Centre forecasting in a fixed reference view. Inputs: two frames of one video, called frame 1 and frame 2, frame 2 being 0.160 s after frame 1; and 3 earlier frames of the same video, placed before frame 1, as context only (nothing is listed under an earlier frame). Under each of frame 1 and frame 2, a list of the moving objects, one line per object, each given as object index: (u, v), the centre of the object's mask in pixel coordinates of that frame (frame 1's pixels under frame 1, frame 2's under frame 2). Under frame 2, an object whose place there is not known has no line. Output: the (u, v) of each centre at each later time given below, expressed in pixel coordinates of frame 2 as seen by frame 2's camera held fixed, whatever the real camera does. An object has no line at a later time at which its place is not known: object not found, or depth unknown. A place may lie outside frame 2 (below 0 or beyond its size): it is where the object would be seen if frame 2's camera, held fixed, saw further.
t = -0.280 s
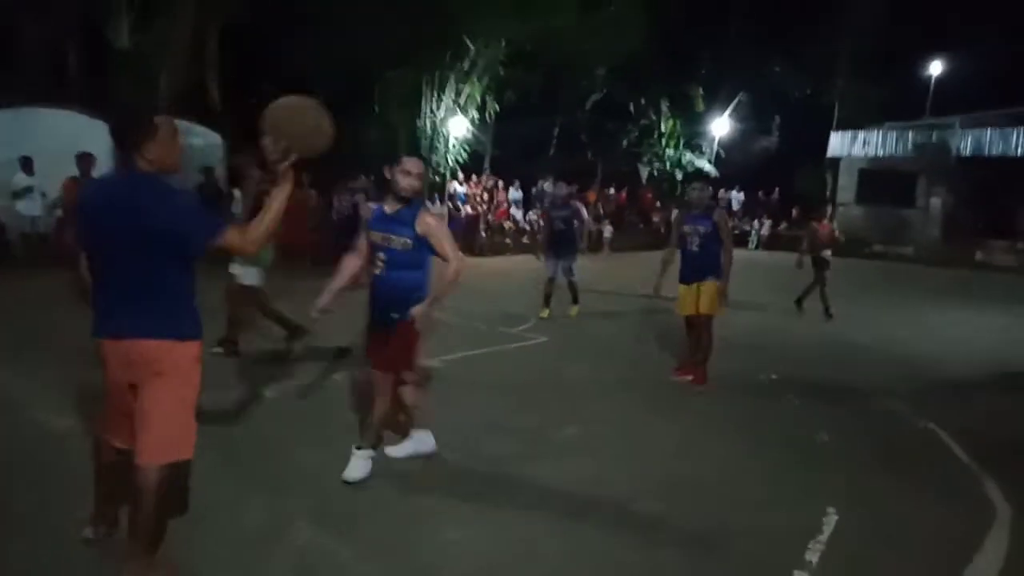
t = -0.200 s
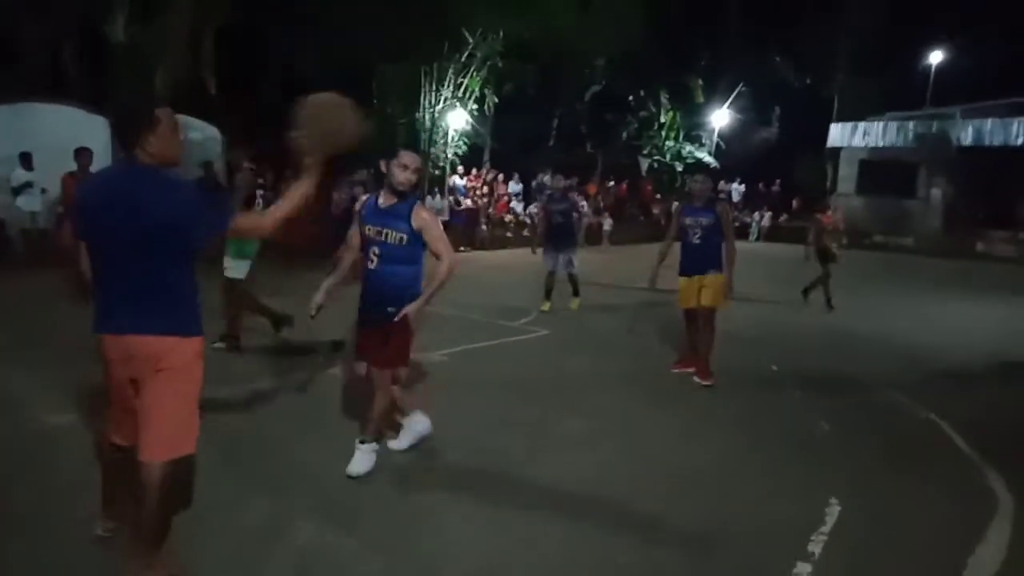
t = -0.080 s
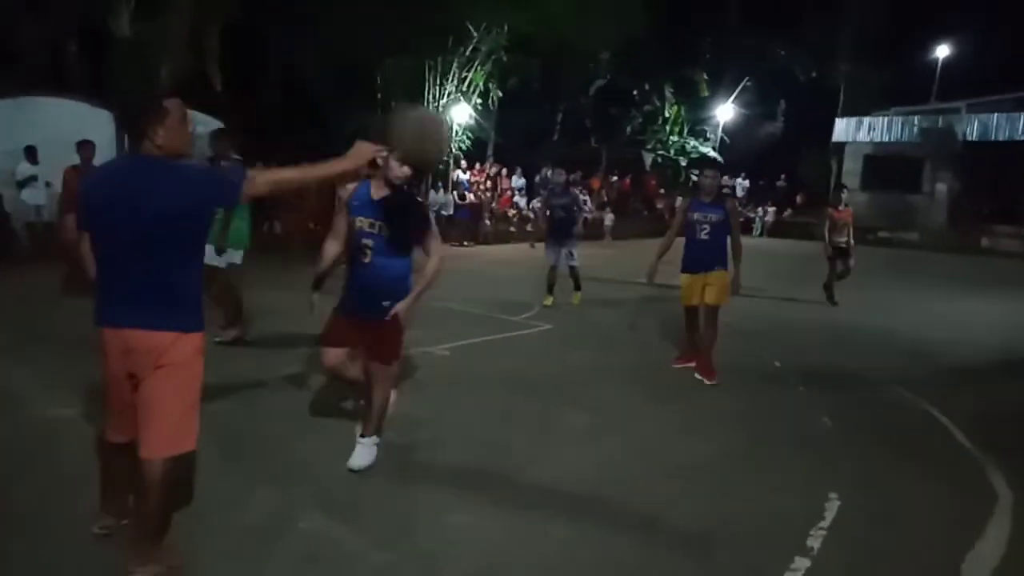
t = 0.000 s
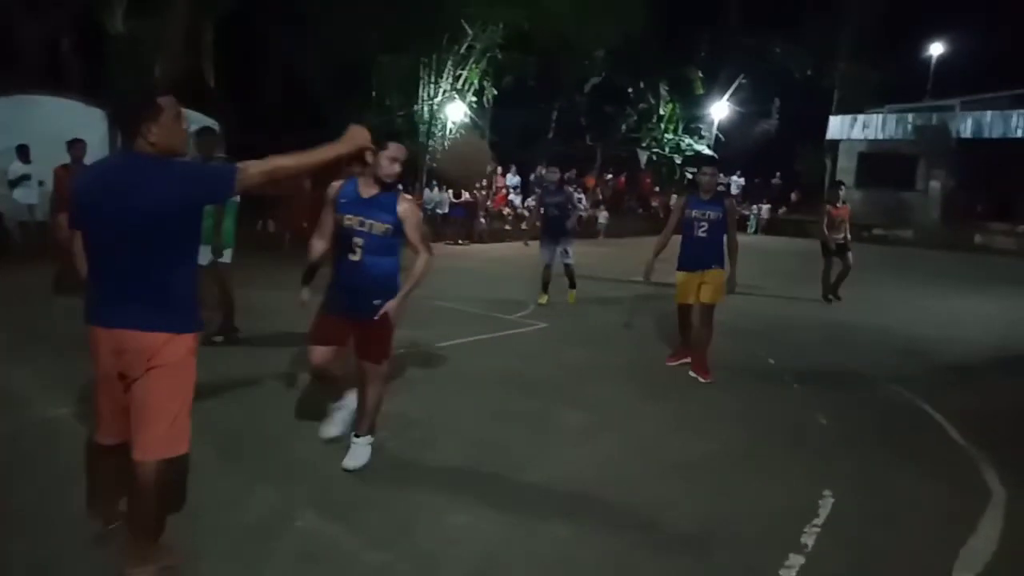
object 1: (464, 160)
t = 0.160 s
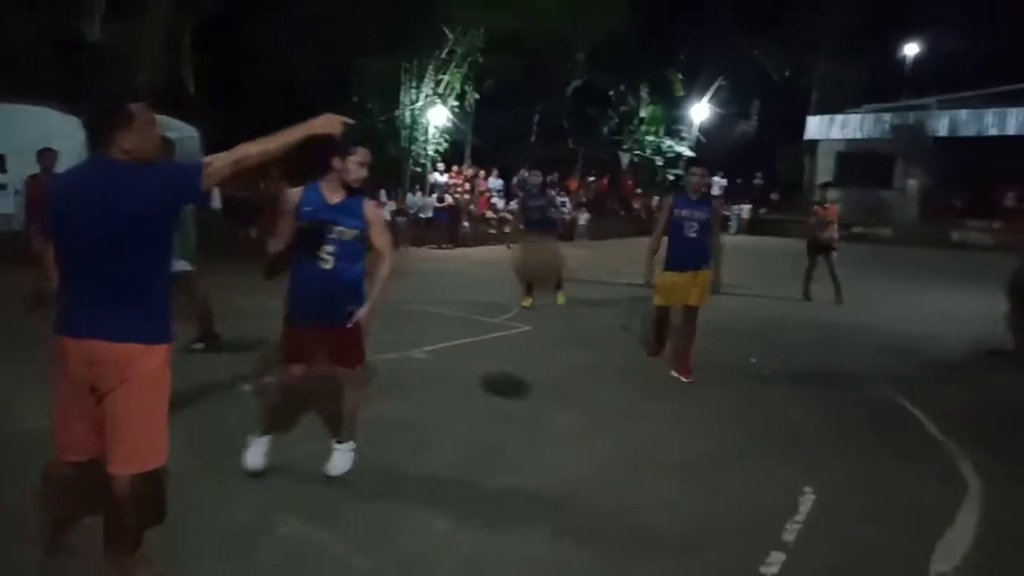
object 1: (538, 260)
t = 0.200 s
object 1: (553, 288)
